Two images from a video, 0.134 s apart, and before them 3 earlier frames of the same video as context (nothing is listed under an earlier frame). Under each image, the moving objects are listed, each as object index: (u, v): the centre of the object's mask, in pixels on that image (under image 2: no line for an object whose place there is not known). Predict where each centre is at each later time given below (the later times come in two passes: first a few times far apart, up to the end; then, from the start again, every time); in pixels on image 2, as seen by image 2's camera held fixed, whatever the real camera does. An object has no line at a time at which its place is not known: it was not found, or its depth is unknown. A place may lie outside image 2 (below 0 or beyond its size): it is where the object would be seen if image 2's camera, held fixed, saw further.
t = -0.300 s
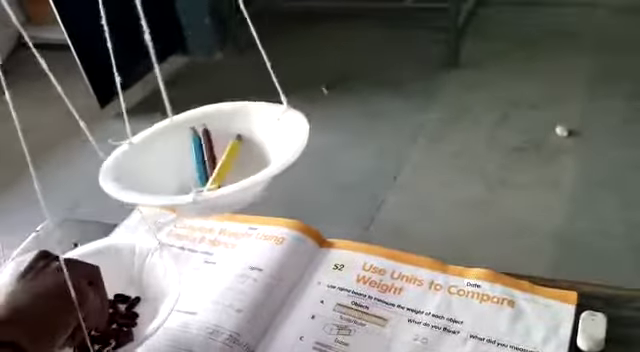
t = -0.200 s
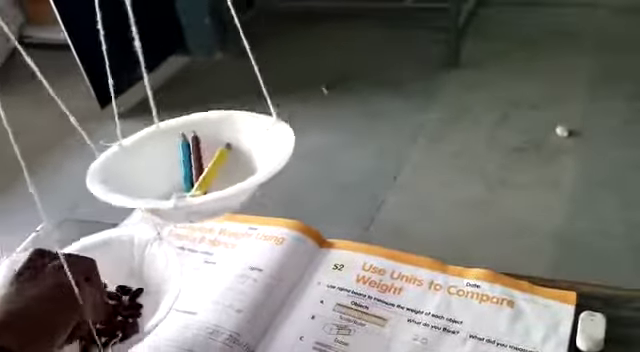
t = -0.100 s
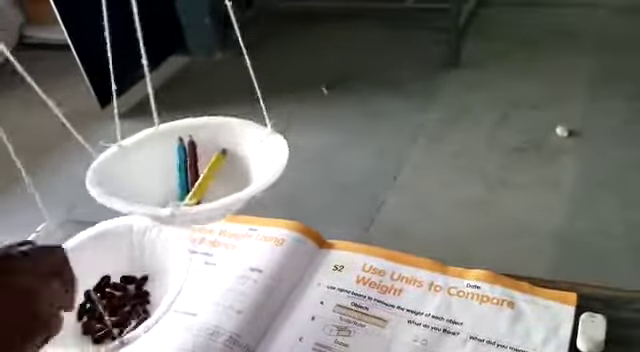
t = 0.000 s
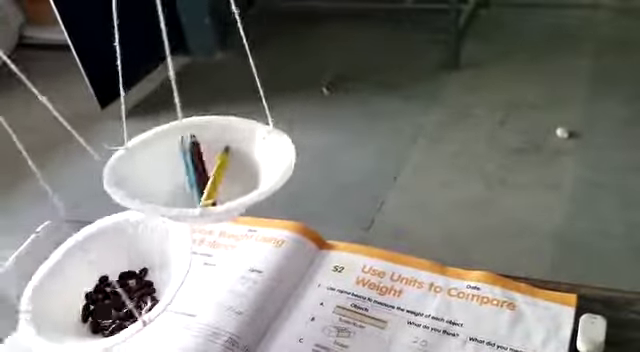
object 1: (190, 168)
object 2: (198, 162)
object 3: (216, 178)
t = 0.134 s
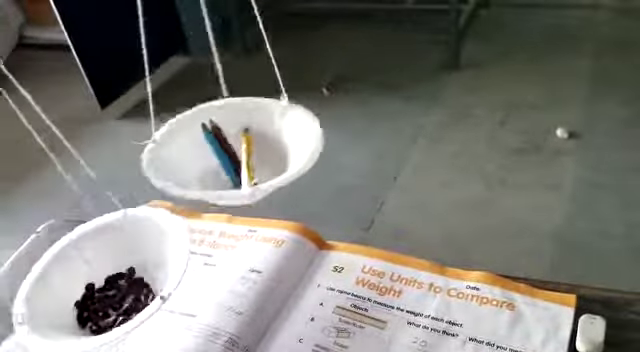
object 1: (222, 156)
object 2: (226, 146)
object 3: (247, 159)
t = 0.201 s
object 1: (241, 145)
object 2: (244, 134)
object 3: (265, 147)
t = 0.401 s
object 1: (293, 125)
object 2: (295, 116)
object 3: (318, 117)
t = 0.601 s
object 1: (298, 133)
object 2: (298, 125)
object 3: (322, 123)
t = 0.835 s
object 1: (248, 167)
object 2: (250, 159)
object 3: (272, 154)
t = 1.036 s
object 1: (214, 185)
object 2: (215, 177)
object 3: (241, 172)
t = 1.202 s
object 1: (216, 169)
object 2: (220, 160)
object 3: (239, 154)
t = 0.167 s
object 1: (232, 151)
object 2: (235, 140)
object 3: (256, 153)
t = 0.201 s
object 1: (241, 145)
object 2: (244, 134)
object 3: (265, 147)
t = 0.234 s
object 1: (252, 141)
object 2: (254, 130)
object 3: (276, 140)
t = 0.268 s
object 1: (262, 136)
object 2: (263, 125)
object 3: (287, 134)
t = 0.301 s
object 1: (272, 133)
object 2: (272, 122)
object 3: (296, 129)
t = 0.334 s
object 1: (280, 129)
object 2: (280, 119)
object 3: (305, 124)
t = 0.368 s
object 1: (287, 126)
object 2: (289, 117)
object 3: (312, 119)
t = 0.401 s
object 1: (293, 125)
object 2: (295, 116)
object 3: (318, 117)
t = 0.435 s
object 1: (300, 124)
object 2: (300, 116)
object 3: (323, 115)
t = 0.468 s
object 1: (301, 124)
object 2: (304, 116)
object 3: (326, 115)
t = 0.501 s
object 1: (302, 125)
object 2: (305, 117)
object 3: (328, 115)
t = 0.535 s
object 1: (302, 127)
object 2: (304, 119)
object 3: (326, 116)
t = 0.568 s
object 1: (300, 130)
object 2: (301, 122)
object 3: (324, 119)
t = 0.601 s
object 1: (298, 133)
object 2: (298, 125)
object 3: (322, 123)
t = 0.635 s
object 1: (292, 137)
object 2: (293, 129)
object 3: (317, 126)
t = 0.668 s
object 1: (286, 141)
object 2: (288, 133)
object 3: (311, 130)
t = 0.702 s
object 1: (279, 146)
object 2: (281, 138)
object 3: (304, 134)
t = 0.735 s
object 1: (272, 151)
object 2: (273, 143)
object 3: (296, 139)
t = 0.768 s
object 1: (265, 156)
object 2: (265, 148)
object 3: (288, 144)
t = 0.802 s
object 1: (256, 161)
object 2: (257, 153)
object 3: (280, 149)
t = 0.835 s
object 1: (248, 167)
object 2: (250, 159)
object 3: (272, 154)
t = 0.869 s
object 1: (240, 173)
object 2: (242, 165)
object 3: (264, 160)
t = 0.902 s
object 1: (234, 178)
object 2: (235, 170)
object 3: (258, 165)
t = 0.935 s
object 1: (227, 181)
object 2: (230, 173)
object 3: (251, 168)
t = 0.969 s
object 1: (222, 184)
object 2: (224, 176)
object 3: (248, 171)
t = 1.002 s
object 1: (218, 185)
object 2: (219, 177)
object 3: (243, 172)
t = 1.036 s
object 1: (214, 185)
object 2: (215, 177)
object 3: (241, 172)
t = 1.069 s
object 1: (211, 184)
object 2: (213, 175)
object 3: (239, 170)
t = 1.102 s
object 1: (211, 182)
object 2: (212, 173)
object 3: (238, 167)
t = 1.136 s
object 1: (210, 178)
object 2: (213, 170)
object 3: (237, 163)
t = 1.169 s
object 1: (212, 174)
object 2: (215, 166)
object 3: (237, 159)
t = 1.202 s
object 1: (216, 169)
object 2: (220, 160)
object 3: (239, 154)
